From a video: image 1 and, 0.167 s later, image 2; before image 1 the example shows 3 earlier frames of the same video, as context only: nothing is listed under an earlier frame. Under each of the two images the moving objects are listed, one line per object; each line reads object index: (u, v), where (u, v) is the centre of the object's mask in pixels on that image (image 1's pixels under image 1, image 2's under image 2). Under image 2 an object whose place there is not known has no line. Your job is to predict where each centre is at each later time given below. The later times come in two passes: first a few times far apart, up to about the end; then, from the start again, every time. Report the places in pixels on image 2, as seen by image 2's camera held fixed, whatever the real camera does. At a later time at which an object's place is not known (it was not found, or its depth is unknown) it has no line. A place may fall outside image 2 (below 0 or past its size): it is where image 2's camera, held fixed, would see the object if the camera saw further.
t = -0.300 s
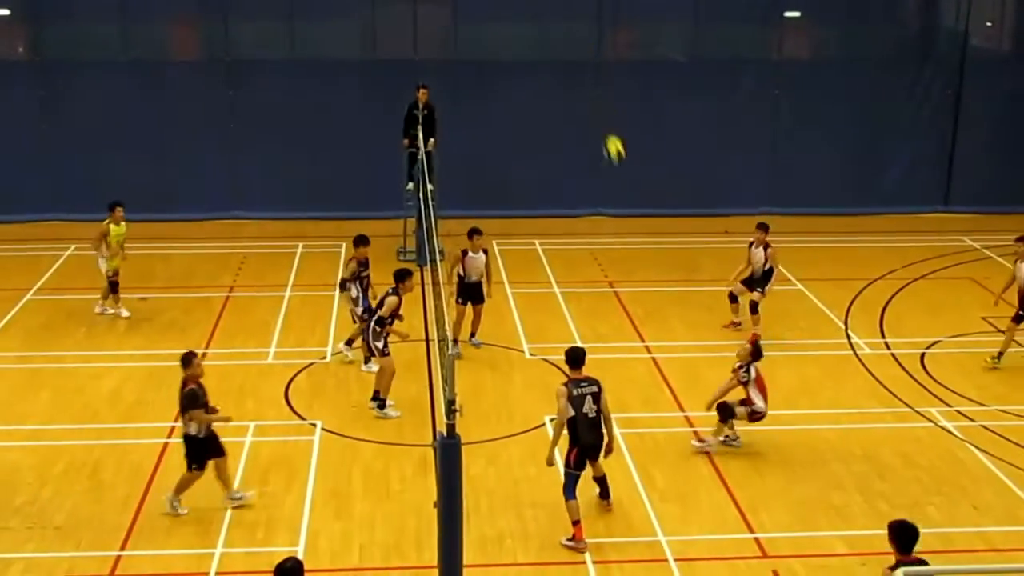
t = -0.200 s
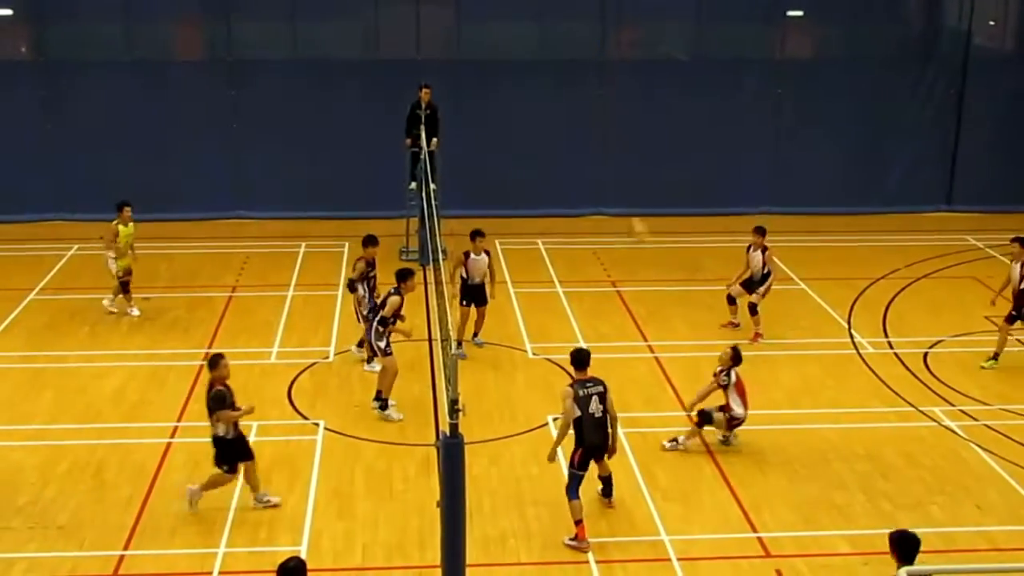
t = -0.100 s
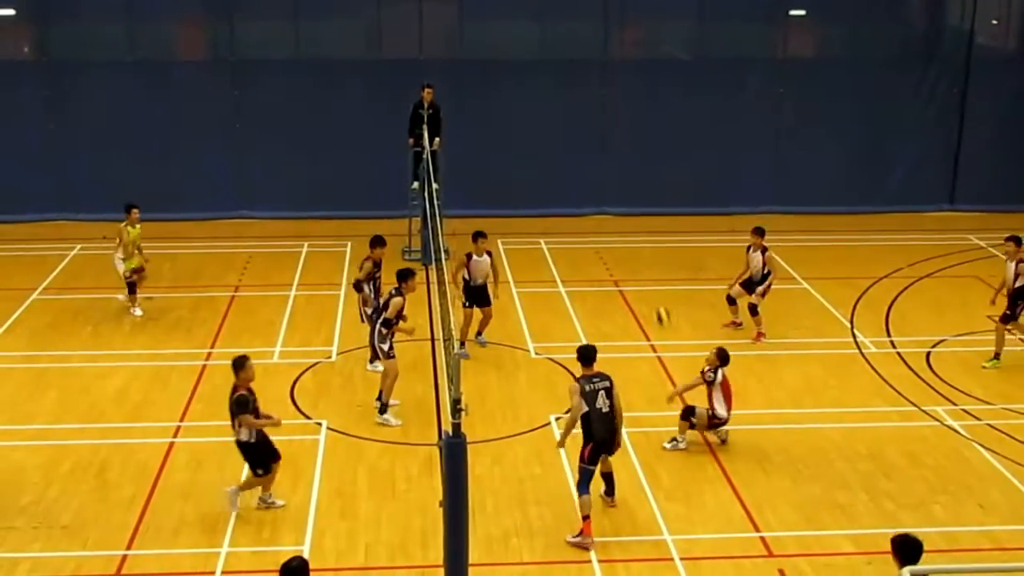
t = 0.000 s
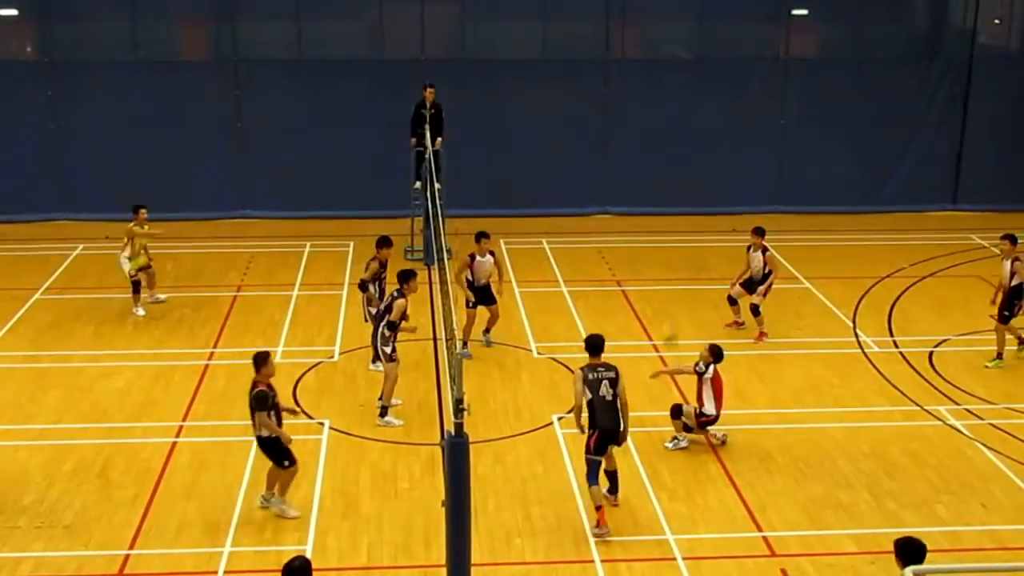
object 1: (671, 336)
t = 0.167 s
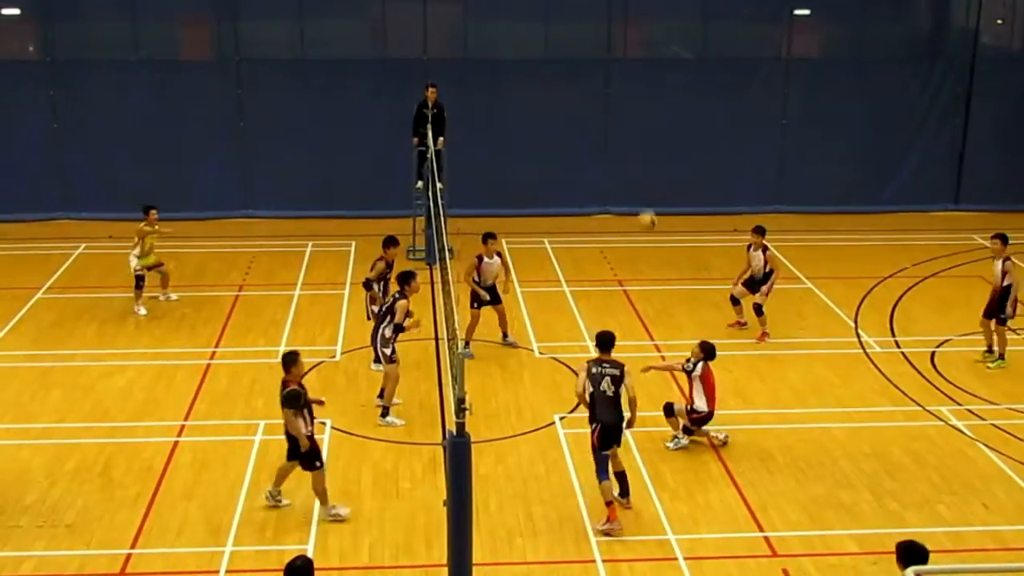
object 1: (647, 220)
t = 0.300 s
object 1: (629, 149)
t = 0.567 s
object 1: (593, 56)
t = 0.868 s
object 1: (557, 29)
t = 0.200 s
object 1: (643, 200)
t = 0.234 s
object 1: (638, 183)
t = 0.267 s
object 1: (633, 166)
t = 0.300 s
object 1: (629, 149)
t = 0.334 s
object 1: (624, 134)
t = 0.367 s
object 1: (619, 120)
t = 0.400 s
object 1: (615, 106)
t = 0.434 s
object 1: (611, 94)
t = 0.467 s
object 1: (606, 83)
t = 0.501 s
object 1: (602, 72)
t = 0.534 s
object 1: (597, 63)
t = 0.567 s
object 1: (593, 56)
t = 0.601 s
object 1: (589, 49)
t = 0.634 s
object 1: (585, 42)
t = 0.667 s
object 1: (581, 37)
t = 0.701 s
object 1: (577, 34)
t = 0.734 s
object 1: (573, 30)
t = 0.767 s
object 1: (569, 28)
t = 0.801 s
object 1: (565, 28)
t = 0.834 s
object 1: (561, 28)
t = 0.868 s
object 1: (557, 29)
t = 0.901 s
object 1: (553, 30)
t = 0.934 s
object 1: (549, 33)
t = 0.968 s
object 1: (546, 36)
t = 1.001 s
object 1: (542, 41)
